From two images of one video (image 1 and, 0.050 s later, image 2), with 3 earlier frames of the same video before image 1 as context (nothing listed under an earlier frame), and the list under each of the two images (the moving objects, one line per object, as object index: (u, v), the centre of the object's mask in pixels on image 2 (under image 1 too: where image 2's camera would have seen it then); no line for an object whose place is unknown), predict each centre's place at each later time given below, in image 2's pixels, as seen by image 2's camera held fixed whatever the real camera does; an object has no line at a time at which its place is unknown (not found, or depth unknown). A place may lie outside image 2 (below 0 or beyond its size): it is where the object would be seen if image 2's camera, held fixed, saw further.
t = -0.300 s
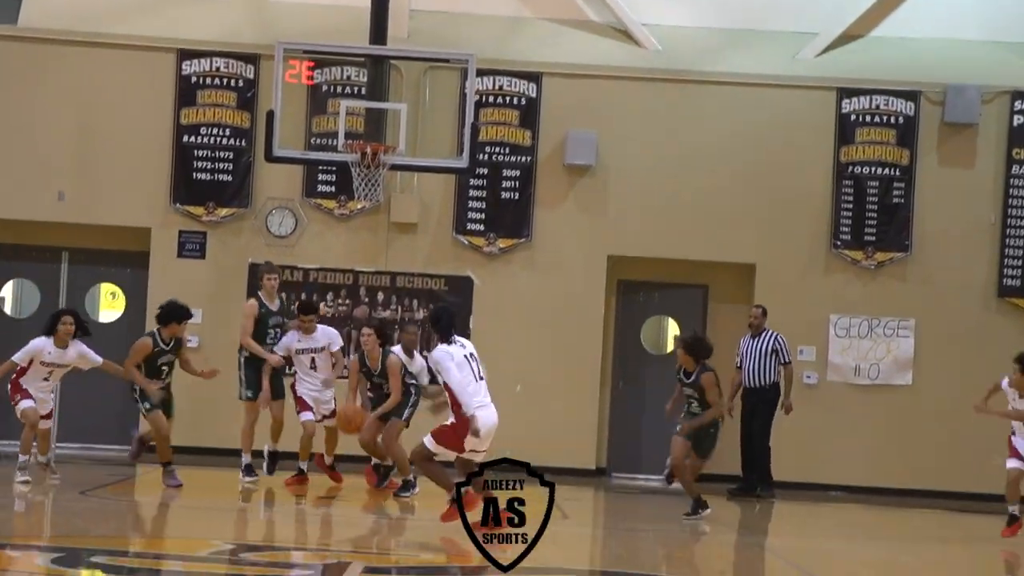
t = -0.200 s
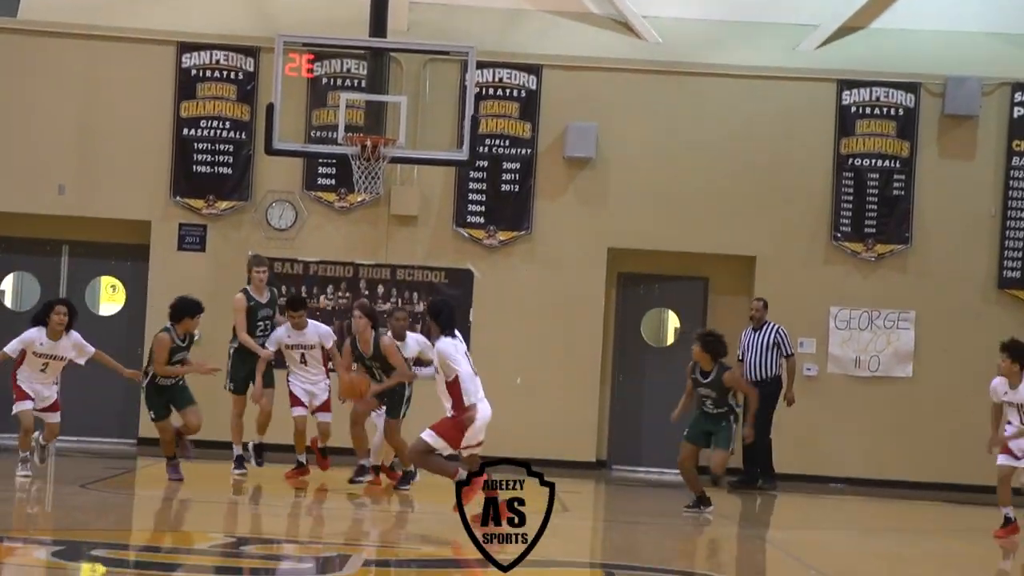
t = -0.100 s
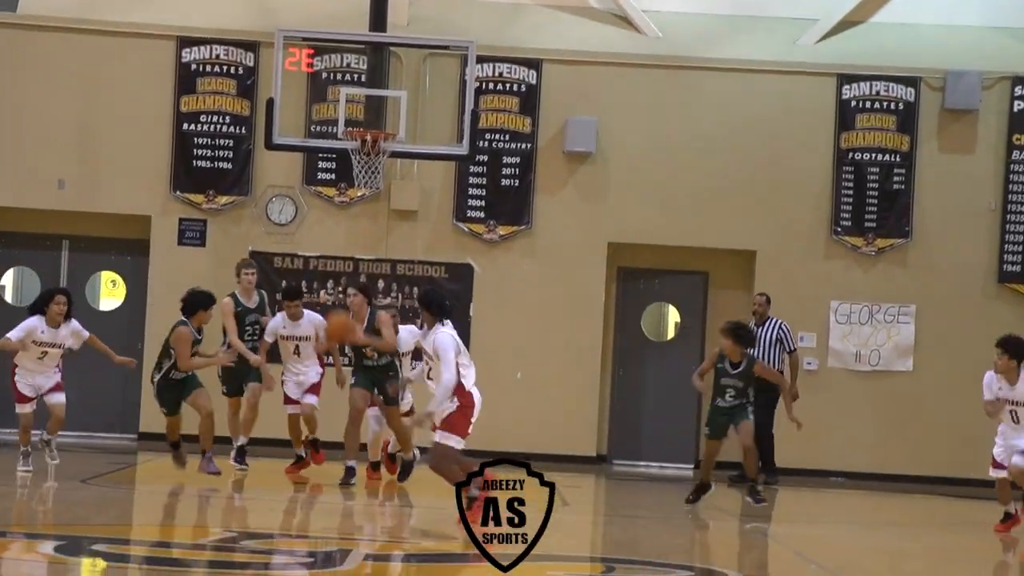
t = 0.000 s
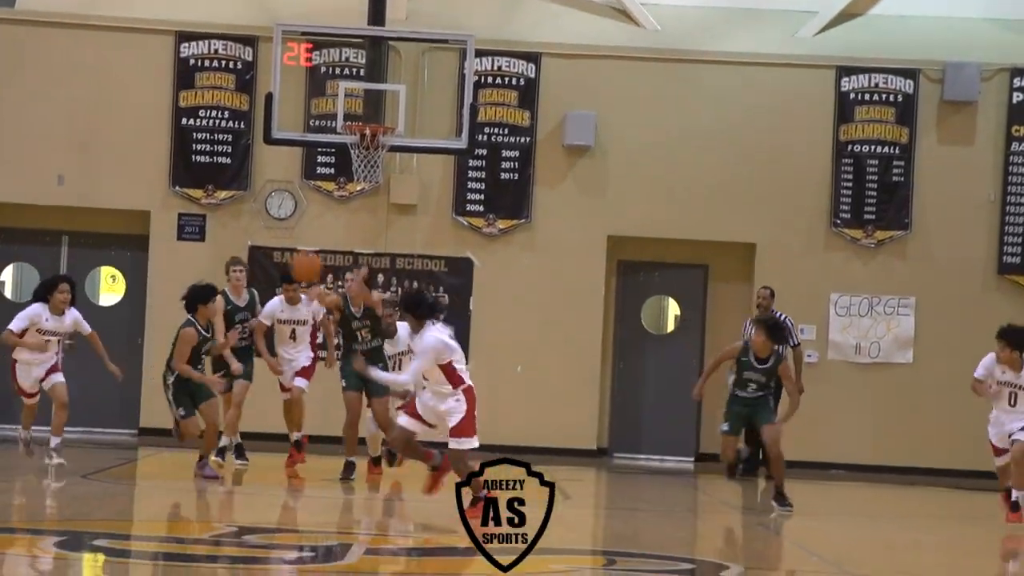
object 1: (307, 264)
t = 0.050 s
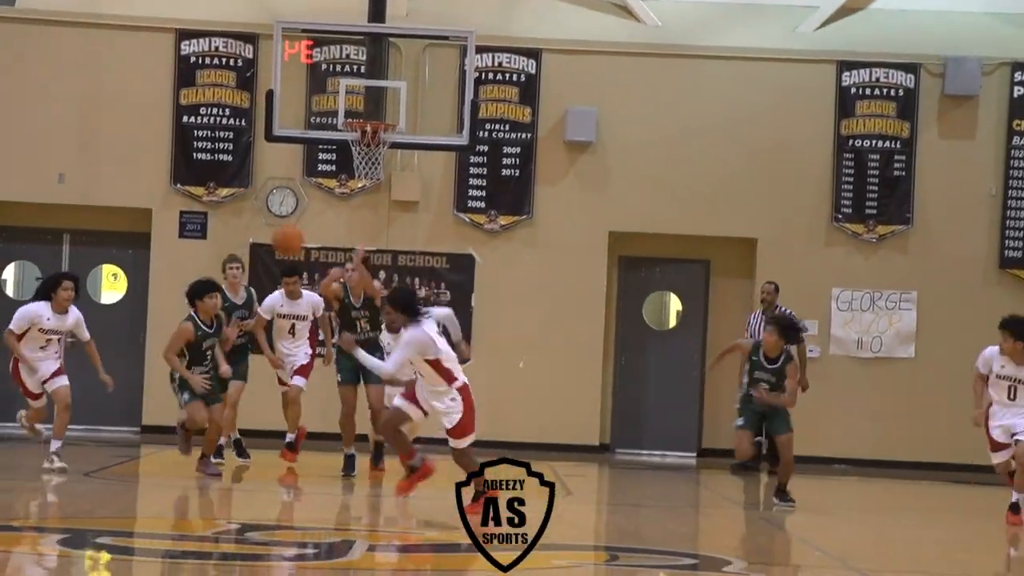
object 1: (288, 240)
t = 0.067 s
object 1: (281, 231)
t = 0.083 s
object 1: (274, 225)
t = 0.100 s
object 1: (267, 217)
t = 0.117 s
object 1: (260, 211)
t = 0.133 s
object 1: (252, 204)
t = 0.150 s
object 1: (247, 197)
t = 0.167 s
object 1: (239, 191)
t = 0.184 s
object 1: (232, 185)
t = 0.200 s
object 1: (224, 179)
